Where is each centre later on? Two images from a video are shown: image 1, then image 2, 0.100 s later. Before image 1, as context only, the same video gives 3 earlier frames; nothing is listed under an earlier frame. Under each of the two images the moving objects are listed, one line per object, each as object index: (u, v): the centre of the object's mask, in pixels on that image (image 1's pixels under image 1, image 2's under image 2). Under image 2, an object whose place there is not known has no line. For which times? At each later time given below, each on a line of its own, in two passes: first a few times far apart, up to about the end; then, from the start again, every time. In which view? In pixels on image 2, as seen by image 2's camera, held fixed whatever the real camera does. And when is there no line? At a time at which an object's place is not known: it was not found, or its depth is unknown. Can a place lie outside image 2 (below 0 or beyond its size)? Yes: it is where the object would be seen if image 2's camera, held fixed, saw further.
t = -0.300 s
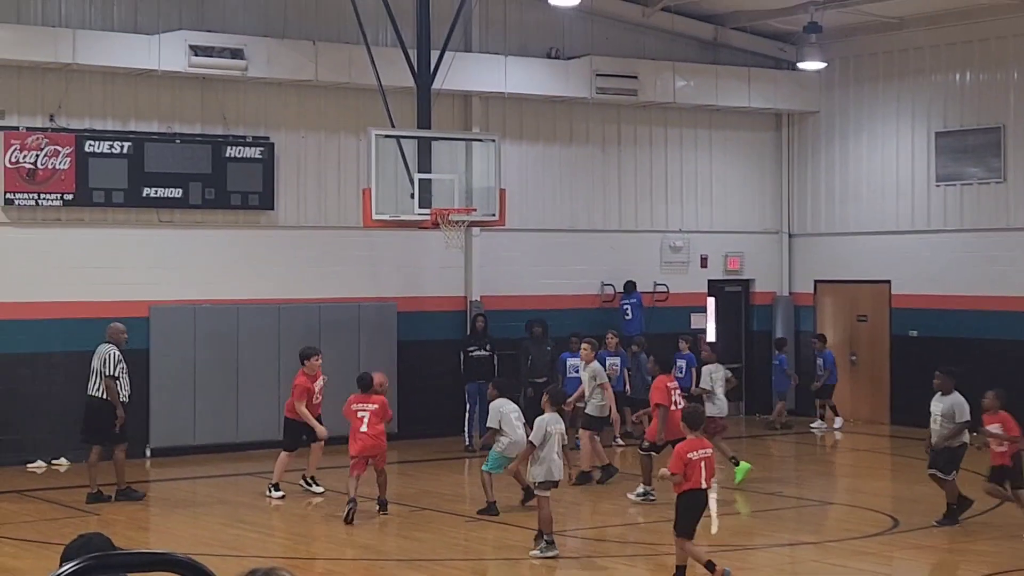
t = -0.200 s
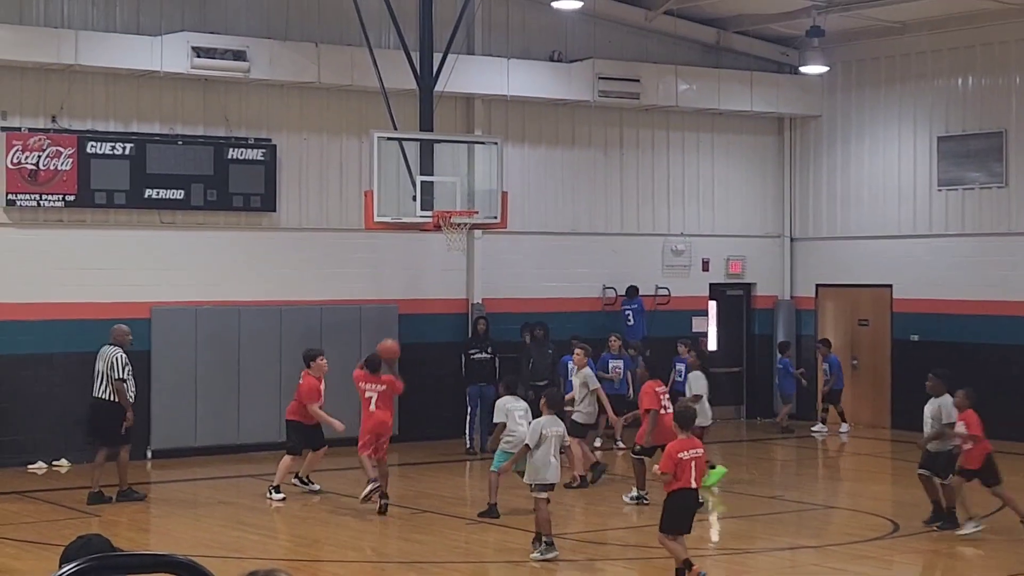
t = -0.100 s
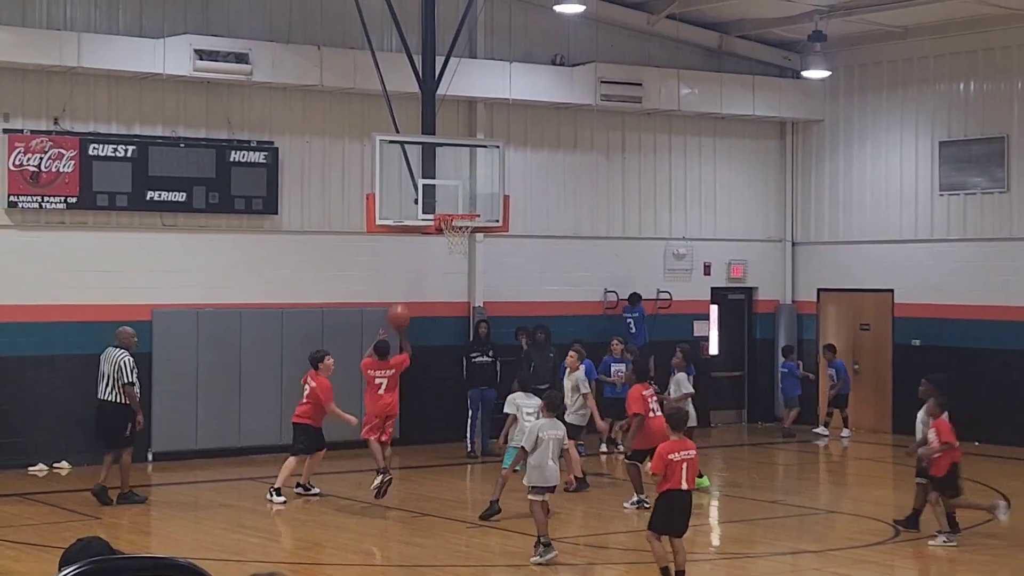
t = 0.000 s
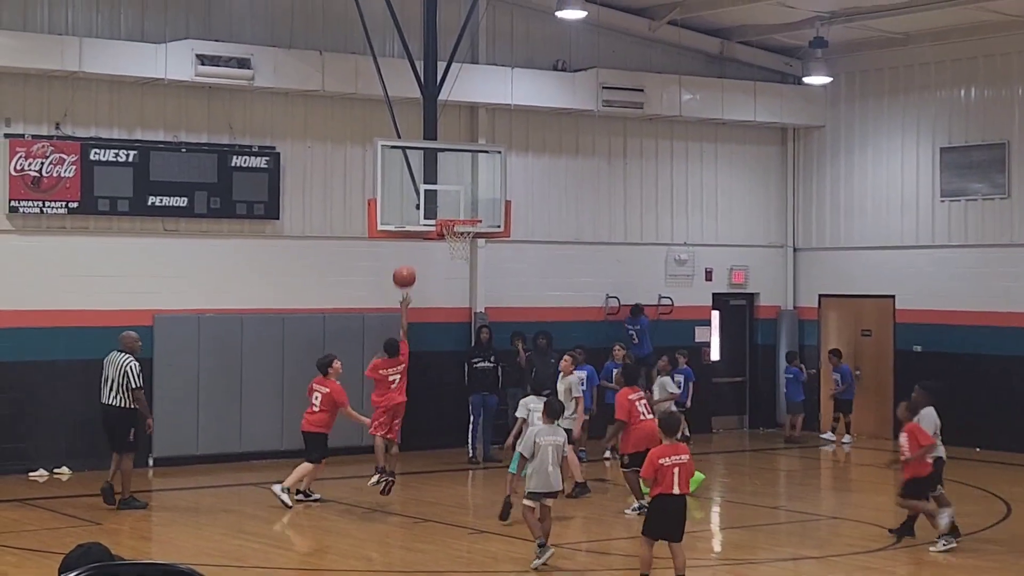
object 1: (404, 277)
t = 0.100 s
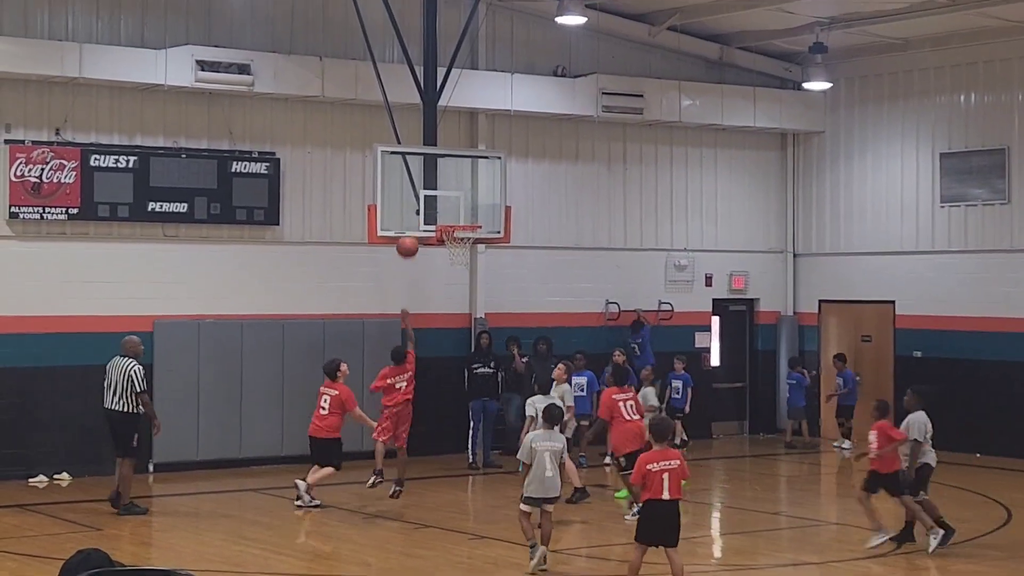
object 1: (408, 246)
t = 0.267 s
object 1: (412, 210)
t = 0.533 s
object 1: (437, 207)
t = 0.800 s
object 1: (491, 218)
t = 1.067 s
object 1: (541, 278)
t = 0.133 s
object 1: (408, 237)
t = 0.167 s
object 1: (409, 229)
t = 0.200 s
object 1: (411, 222)
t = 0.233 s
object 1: (412, 215)
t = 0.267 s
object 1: (412, 210)
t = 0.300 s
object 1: (414, 206)
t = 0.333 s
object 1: (415, 204)
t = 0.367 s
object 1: (416, 202)
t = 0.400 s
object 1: (416, 201)
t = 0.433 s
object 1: (417, 201)
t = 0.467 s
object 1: (419, 202)
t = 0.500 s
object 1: (428, 205)
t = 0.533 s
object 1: (437, 207)
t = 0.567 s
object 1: (446, 213)
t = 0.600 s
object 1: (454, 214)
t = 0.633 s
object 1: (460, 212)
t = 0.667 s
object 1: (466, 212)
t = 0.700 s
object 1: (472, 212)
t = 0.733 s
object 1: (479, 213)
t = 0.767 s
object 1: (485, 215)
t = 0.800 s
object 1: (491, 218)
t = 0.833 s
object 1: (497, 223)
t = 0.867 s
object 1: (504, 227)
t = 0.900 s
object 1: (510, 233)
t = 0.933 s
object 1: (516, 240)
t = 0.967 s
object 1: (522, 248)
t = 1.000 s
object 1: (528, 257)
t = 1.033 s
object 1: (535, 267)
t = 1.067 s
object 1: (541, 278)
